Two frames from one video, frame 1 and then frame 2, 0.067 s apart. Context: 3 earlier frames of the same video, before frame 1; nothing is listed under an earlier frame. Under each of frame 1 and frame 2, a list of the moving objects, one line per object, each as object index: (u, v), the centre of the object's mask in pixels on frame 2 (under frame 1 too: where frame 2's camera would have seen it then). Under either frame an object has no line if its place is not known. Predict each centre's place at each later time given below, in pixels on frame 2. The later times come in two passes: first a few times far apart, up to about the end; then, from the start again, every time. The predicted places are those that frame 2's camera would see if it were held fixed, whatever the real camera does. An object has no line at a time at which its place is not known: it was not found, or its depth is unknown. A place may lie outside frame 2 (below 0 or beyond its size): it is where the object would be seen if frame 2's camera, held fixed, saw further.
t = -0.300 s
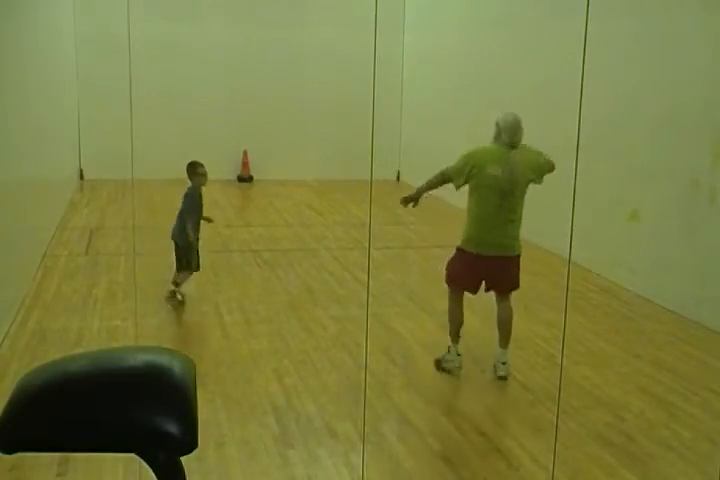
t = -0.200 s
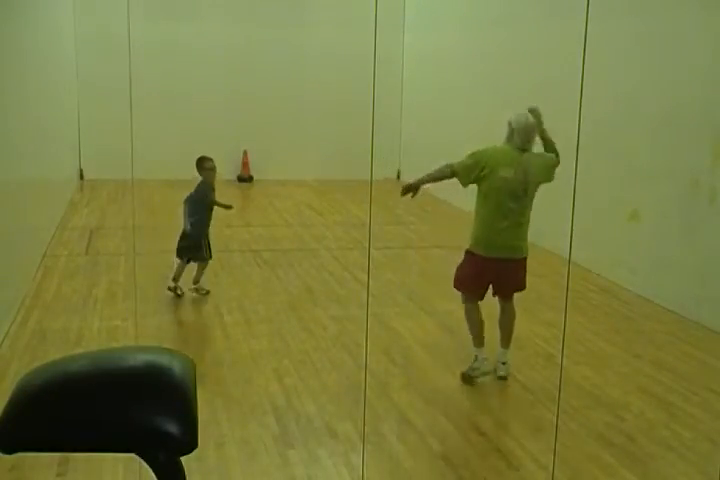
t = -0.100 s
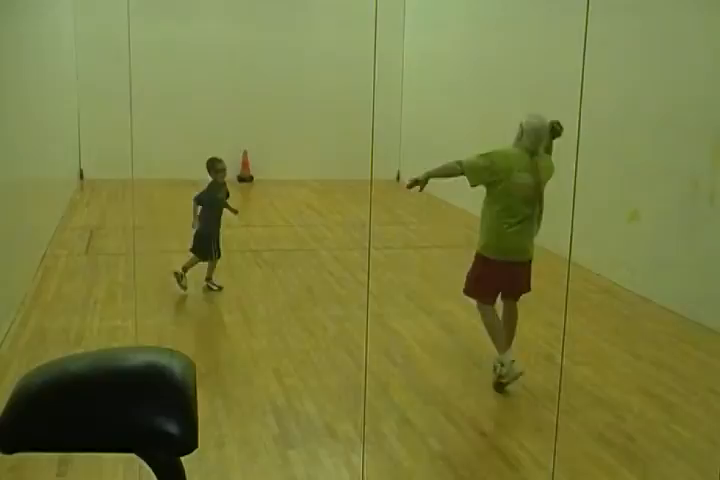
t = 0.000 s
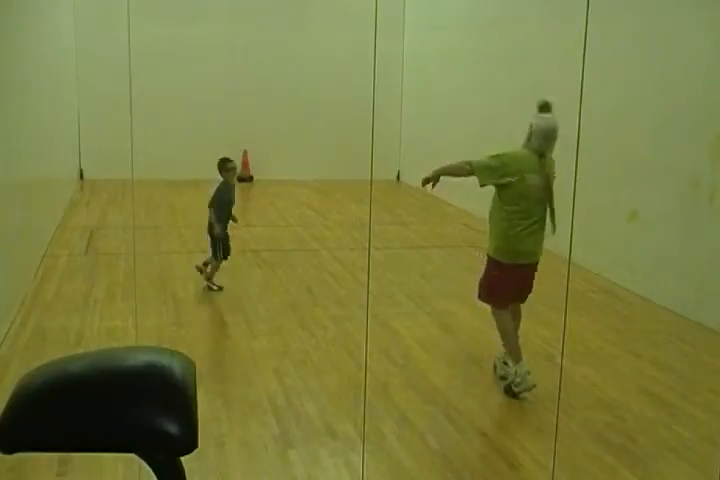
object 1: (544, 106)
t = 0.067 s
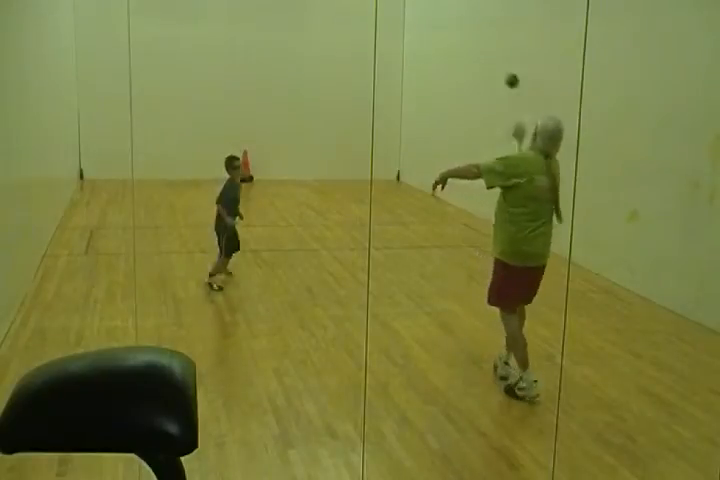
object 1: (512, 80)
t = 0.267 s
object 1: (428, 50)
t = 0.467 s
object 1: (360, 74)
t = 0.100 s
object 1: (496, 70)
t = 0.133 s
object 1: (481, 63)
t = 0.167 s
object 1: (467, 56)
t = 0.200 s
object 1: (454, 53)
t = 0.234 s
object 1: (441, 51)
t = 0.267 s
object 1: (428, 50)
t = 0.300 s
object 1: (415, 51)
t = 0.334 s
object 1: (403, 53)
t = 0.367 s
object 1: (392, 56)
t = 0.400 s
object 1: (381, 61)
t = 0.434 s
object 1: (370, 67)
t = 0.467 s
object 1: (360, 74)
